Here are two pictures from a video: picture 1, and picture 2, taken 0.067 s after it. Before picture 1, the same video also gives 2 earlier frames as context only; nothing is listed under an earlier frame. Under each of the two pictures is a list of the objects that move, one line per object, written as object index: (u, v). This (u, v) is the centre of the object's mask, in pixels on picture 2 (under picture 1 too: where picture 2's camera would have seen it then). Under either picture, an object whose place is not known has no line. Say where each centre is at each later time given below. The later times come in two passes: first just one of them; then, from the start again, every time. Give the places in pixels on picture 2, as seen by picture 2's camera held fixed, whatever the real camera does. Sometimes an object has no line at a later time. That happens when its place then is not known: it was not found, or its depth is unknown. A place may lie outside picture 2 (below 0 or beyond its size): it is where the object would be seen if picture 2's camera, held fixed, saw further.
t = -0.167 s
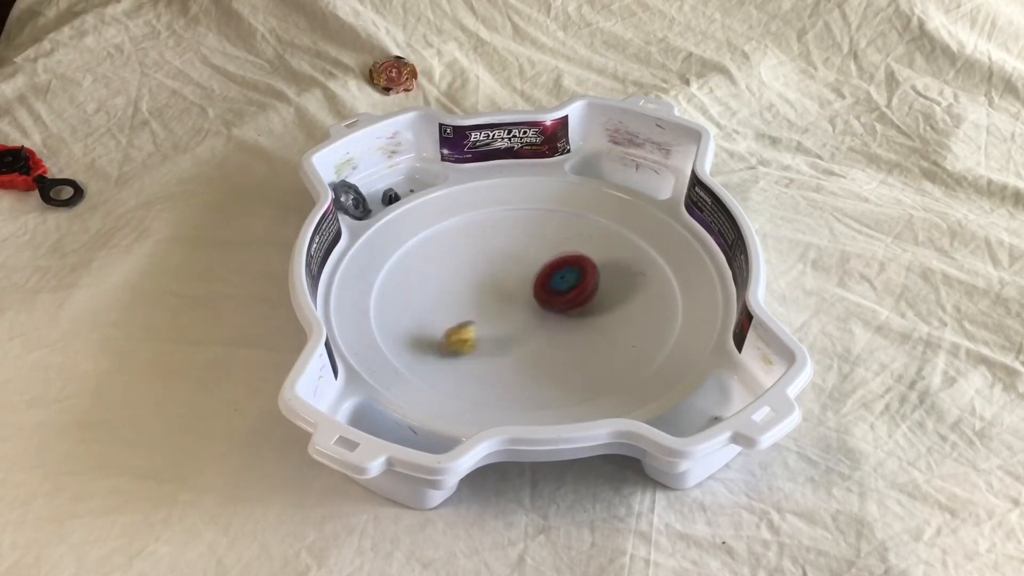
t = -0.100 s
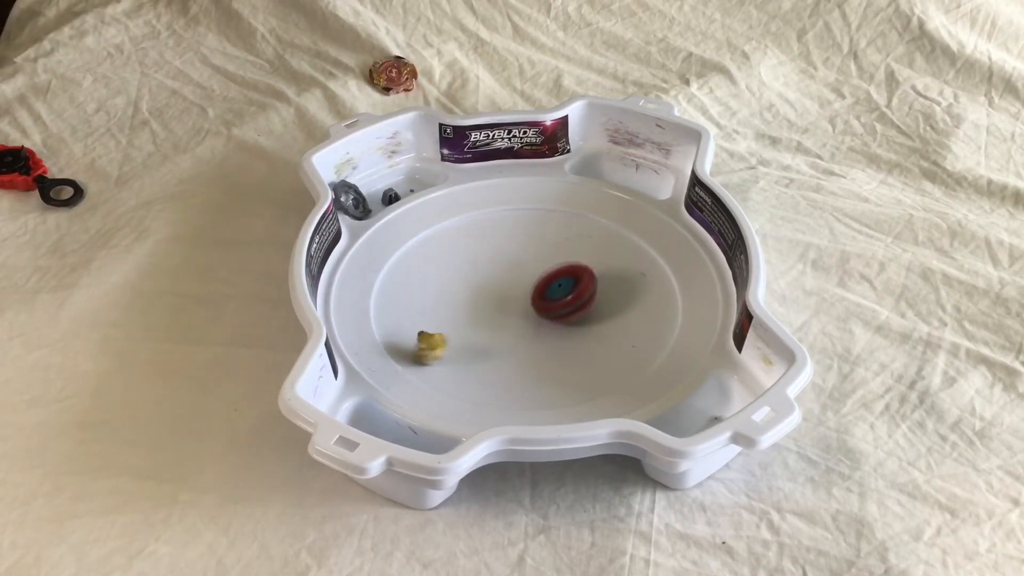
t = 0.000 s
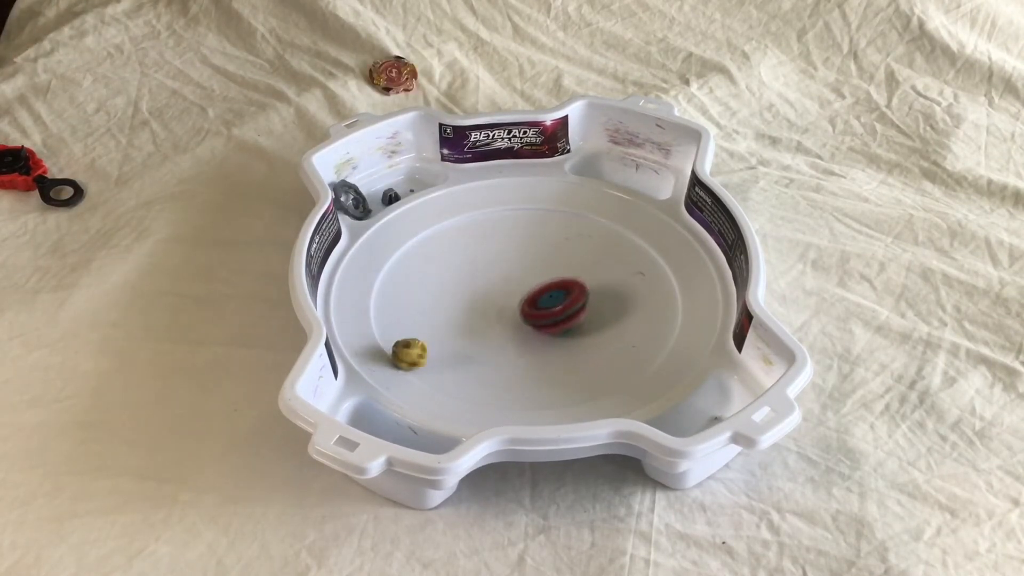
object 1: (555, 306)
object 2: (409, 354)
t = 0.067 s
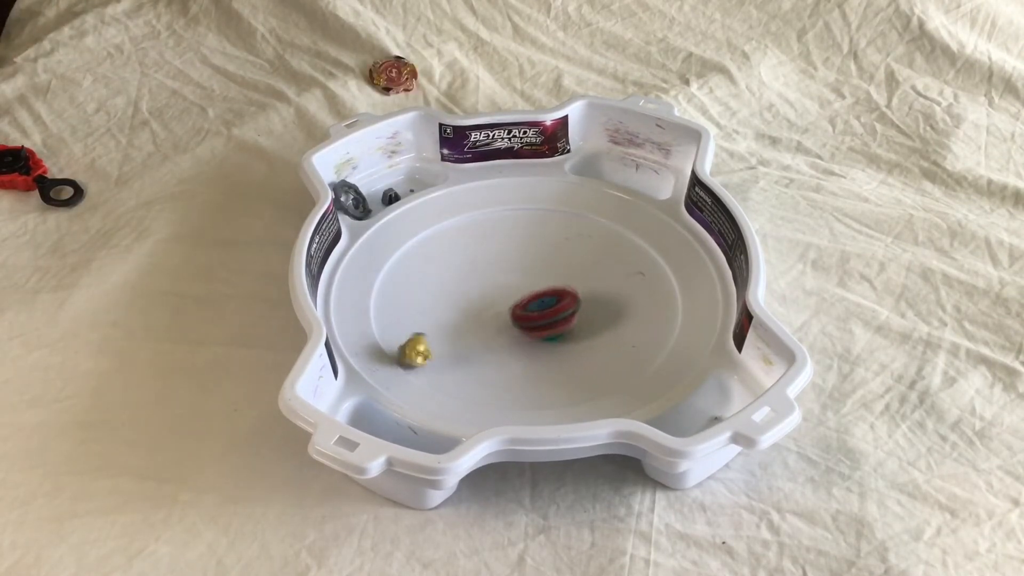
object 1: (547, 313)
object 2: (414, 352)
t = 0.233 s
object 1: (514, 321)
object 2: (459, 335)
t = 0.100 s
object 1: (540, 316)
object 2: (422, 349)
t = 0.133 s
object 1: (535, 317)
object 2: (428, 347)
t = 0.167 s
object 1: (528, 319)
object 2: (435, 345)
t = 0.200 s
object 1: (521, 319)
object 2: (446, 342)
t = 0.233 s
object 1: (514, 321)
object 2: (459, 335)
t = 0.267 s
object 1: (508, 319)
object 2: (459, 328)
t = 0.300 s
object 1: (504, 318)
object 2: (449, 318)
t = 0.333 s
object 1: (499, 316)
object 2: (444, 310)
